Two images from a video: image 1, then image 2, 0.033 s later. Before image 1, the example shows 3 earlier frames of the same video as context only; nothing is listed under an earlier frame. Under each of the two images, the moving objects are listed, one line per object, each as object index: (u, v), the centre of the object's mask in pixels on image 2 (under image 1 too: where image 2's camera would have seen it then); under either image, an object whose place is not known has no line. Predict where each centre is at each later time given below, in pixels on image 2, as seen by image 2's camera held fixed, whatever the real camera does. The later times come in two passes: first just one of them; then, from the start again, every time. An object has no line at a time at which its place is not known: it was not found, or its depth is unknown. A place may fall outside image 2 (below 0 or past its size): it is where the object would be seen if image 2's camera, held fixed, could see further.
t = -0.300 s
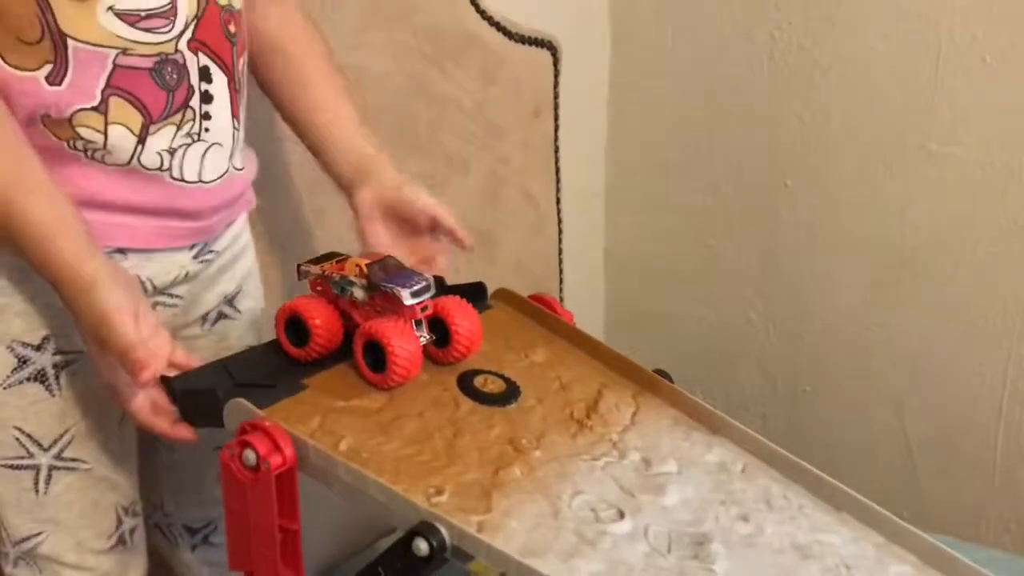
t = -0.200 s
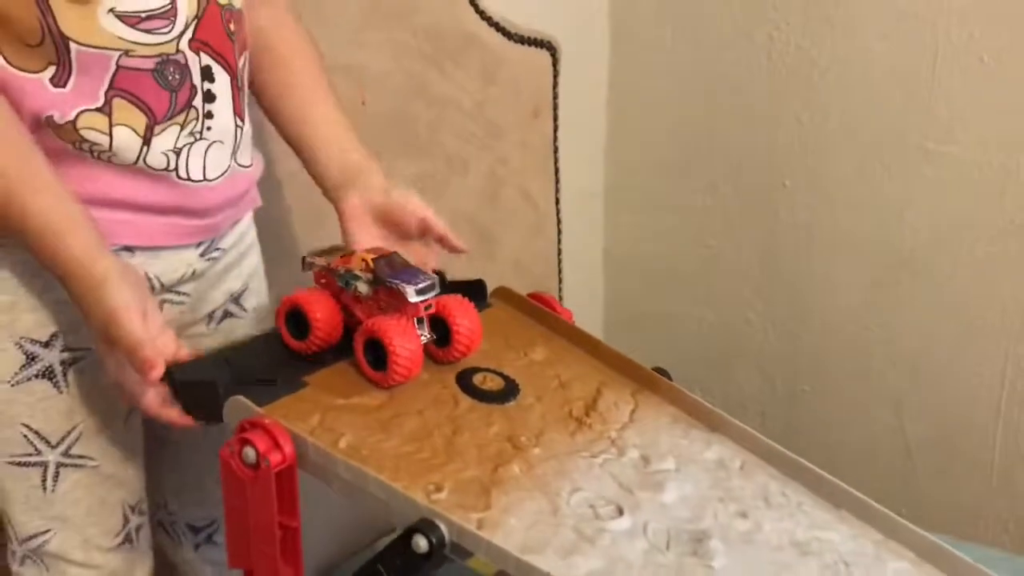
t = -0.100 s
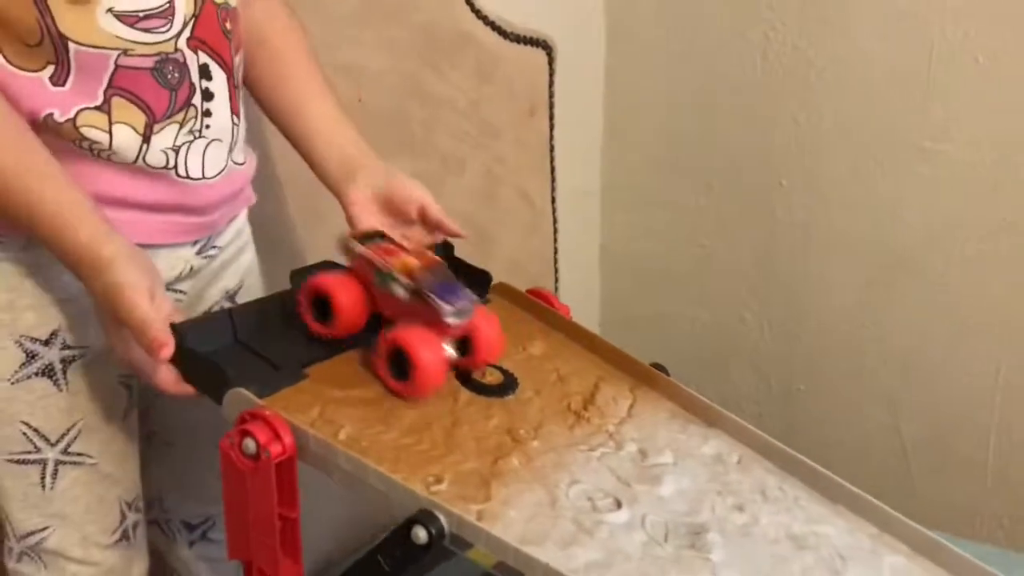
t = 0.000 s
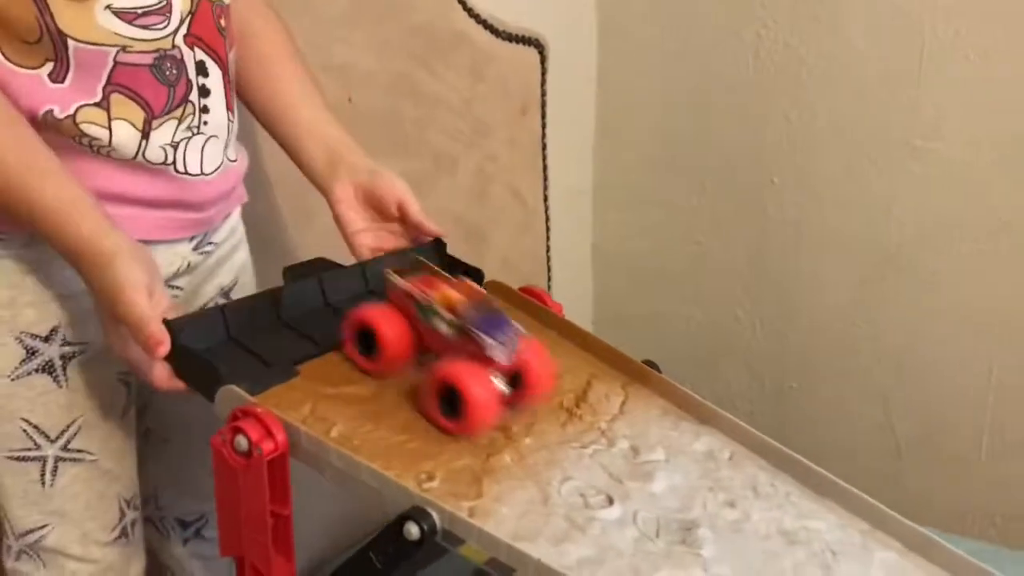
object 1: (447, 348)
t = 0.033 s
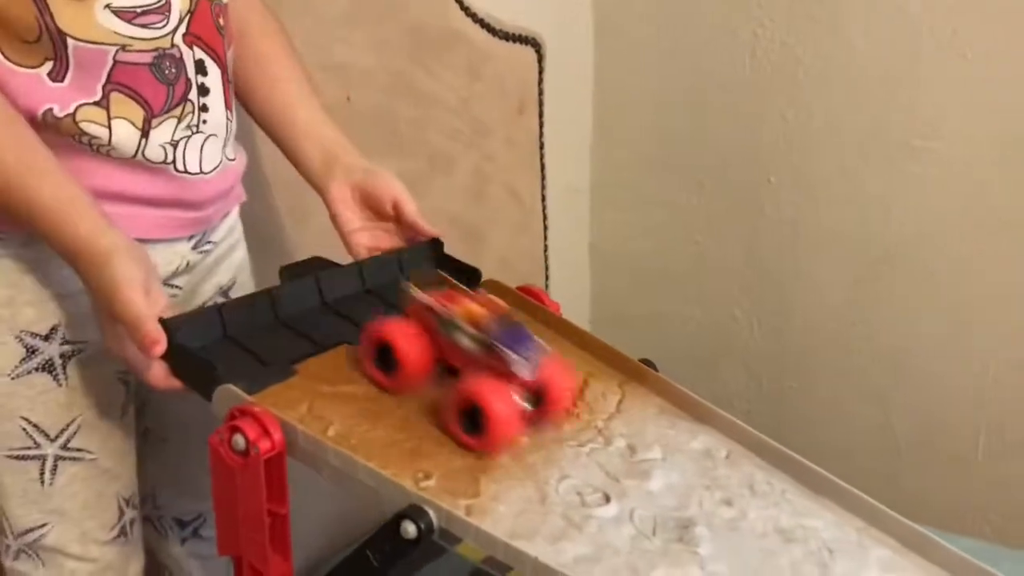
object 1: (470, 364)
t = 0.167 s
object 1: (608, 449)
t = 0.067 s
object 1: (499, 380)
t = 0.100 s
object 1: (531, 400)
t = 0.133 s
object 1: (564, 423)
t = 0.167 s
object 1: (608, 449)
